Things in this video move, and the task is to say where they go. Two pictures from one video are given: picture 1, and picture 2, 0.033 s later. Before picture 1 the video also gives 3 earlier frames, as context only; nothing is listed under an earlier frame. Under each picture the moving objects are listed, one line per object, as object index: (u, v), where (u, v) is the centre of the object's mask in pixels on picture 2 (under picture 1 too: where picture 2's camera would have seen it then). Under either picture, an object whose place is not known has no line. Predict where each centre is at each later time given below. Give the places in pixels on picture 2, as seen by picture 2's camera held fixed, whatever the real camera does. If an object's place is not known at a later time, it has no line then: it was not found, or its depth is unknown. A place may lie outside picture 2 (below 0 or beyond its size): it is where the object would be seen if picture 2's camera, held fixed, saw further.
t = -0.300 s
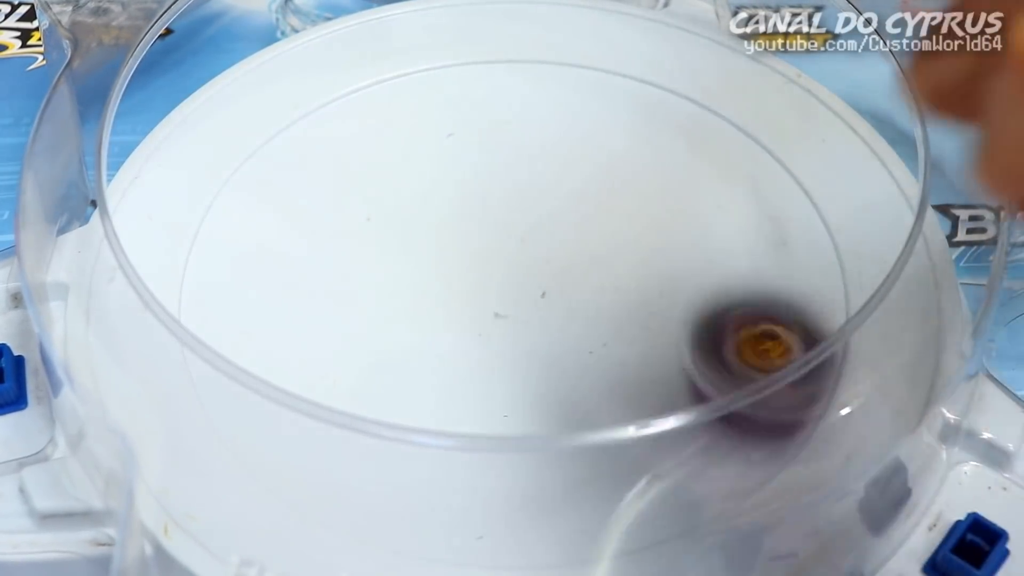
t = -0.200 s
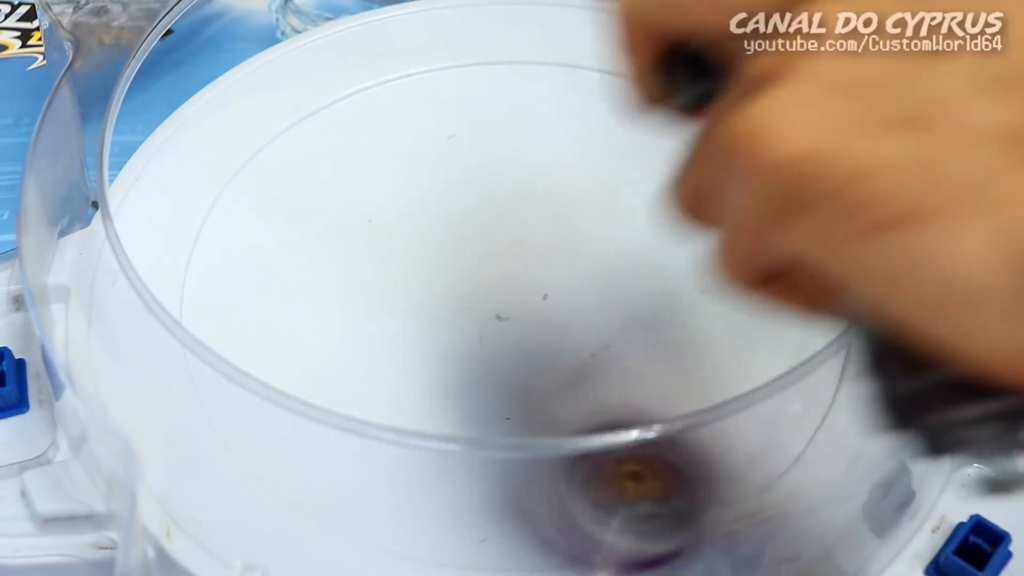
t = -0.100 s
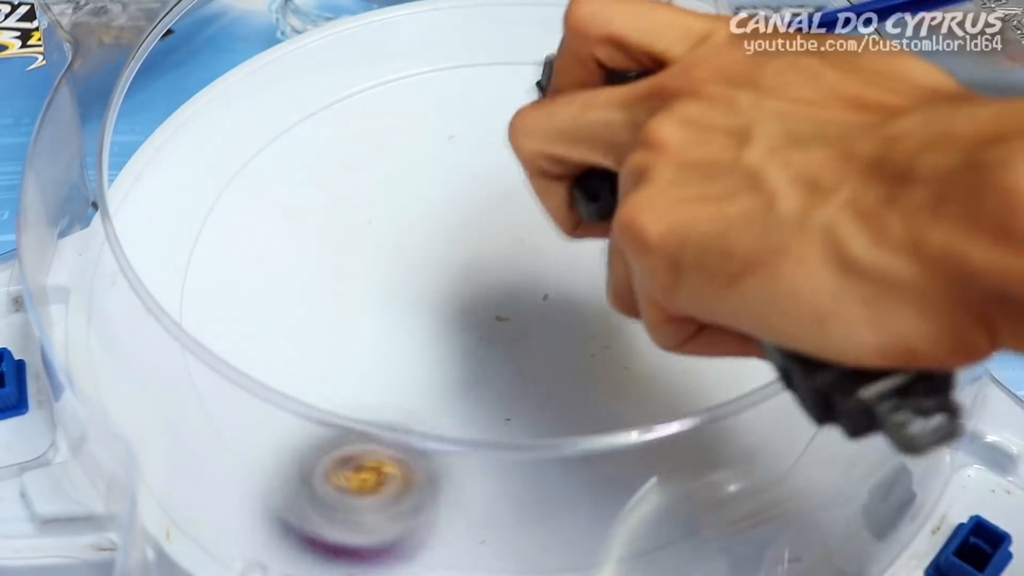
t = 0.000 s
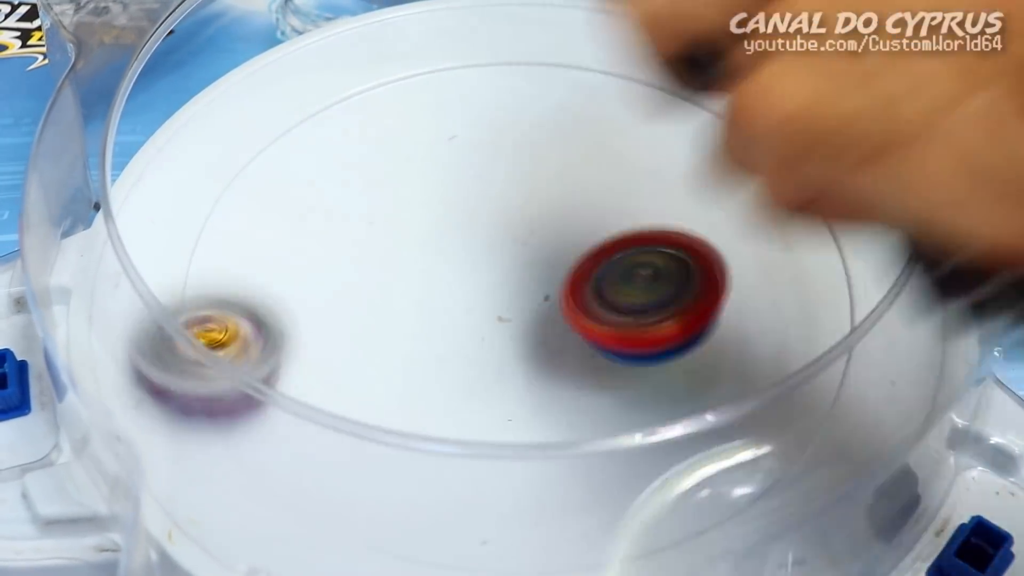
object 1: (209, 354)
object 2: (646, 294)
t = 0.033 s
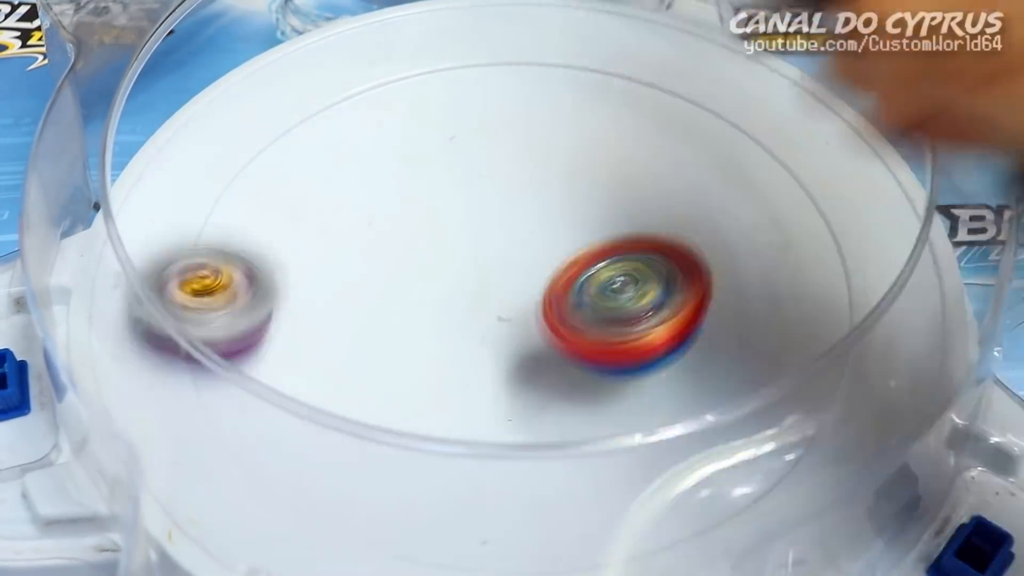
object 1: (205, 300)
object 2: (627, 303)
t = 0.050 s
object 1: (212, 275)
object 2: (615, 317)
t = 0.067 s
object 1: (216, 254)
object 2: (603, 335)
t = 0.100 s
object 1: (245, 213)
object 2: (580, 358)
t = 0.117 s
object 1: (267, 193)
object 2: (569, 355)
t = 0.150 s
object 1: (318, 162)
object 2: (544, 362)
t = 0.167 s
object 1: (346, 151)
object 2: (533, 363)
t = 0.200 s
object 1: (409, 130)
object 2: (510, 362)
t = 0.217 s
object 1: (442, 123)
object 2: (500, 356)
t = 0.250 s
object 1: (511, 117)
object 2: (481, 355)
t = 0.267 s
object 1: (546, 118)
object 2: (473, 347)
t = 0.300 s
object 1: (616, 122)
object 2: (458, 343)
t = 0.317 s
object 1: (650, 127)
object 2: (451, 340)
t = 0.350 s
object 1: (711, 147)
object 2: (438, 330)
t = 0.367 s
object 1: (742, 160)
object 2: (432, 328)
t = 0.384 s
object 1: (771, 177)
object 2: (426, 322)
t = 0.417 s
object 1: (819, 217)
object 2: (416, 313)
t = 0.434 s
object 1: (840, 242)
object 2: (412, 309)
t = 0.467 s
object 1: (846, 295)
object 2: (404, 302)
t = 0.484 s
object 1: (833, 327)
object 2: (401, 298)
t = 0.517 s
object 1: (814, 391)
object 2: (397, 291)
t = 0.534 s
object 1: (800, 417)
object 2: (397, 288)
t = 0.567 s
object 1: (731, 477)
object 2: (397, 280)
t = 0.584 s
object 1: (693, 492)
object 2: (398, 281)
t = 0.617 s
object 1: (601, 512)
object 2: (401, 273)
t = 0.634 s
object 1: (558, 515)
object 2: (404, 274)
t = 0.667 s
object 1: (477, 510)
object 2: (411, 261)
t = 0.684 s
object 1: (436, 504)
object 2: (416, 259)
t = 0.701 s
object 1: (399, 484)
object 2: (419, 264)
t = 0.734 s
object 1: (340, 445)
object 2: (432, 258)
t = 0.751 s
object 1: (318, 424)
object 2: (439, 252)
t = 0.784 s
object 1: (292, 377)
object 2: (453, 258)
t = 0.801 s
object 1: (287, 347)
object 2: (460, 263)
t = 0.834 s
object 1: (286, 297)
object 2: (473, 261)
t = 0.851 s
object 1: (292, 271)
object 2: (479, 257)
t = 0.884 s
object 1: (313, 222)
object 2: (492, 259)
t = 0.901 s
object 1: (328, 202)
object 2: (497, 257)
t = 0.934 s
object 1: (362, 166)
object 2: (507, 257)
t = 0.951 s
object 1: (385, 148)
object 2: (511, 257)
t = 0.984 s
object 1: (436, 119)
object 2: (516, 253)
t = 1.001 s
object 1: (462, 108)
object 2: (517, 253)
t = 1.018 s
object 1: (491, 98)
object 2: (519, 256)
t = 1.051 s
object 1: (548, 81)
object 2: (520, 247)
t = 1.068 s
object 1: (576, 76)
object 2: (520, 249)
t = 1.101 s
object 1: (631, 71)
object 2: (520, 260)
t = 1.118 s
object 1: (661, 72)
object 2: (520, 254)
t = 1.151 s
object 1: (718, 85)
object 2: (518, 257)
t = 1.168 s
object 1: (739, 101)
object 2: (518, 264)
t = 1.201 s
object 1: (776, 143)
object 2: (512, 258)
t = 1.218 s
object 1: (794, 162)
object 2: (509, 259)
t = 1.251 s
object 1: (825, 203)
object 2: (502, 266)
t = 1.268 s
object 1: (835, 225)
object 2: (497, 261)
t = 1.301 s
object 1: (833, 274)
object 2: (487, 267)
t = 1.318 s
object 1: (835, 300)
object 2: (482, 265)
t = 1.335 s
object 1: (826, 327)
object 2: (477, 261)
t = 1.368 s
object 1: (798, 371)
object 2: (468, 264)
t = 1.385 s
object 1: (770, 373)
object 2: (462, 258)
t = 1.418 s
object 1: (719, 396)
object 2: (450, 259)
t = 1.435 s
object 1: (689, 411)
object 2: (445, 262)
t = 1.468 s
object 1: (629, 449)
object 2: (436, 258)
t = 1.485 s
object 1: (596, 453)
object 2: (432, 263)
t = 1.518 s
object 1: (531, 450)
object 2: (425, 263)
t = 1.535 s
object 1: (499, 443)
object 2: (421, 260)
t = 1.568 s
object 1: (433, 420)
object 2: (415, 258)
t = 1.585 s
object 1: (406, 405)
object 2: (412, 257)
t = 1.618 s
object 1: (344, 394)
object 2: (419, 247)
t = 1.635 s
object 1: (286, 418)
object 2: (440, 207)
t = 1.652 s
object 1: (229, 446)
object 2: (458, 174)
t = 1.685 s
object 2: (493, 105)
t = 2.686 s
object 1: (356, 118)
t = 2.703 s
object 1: (362, 107)
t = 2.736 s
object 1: (380, 90)
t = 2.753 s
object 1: (391, 86)
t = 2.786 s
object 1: (420, 80)
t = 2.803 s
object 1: (433, 82)
